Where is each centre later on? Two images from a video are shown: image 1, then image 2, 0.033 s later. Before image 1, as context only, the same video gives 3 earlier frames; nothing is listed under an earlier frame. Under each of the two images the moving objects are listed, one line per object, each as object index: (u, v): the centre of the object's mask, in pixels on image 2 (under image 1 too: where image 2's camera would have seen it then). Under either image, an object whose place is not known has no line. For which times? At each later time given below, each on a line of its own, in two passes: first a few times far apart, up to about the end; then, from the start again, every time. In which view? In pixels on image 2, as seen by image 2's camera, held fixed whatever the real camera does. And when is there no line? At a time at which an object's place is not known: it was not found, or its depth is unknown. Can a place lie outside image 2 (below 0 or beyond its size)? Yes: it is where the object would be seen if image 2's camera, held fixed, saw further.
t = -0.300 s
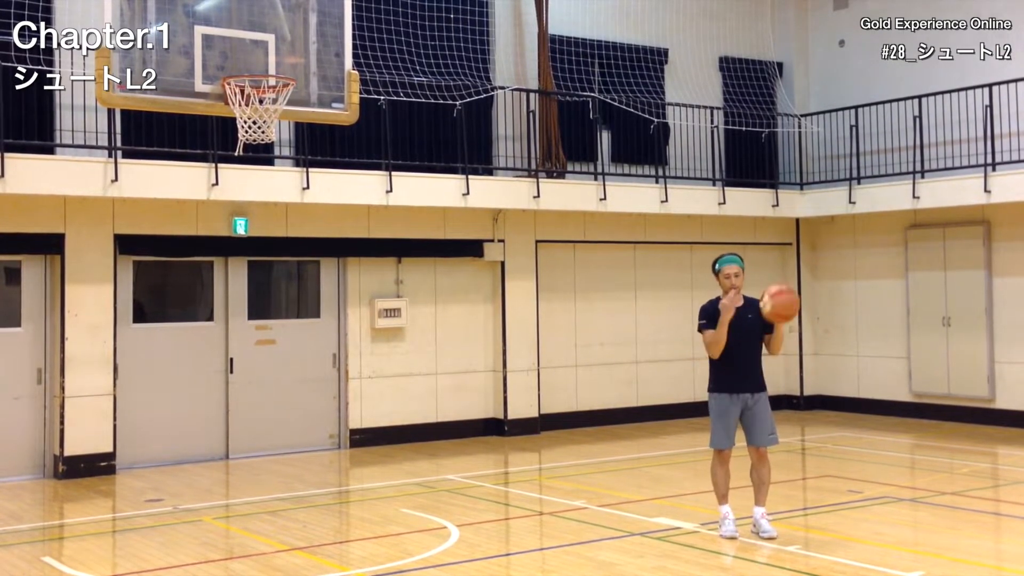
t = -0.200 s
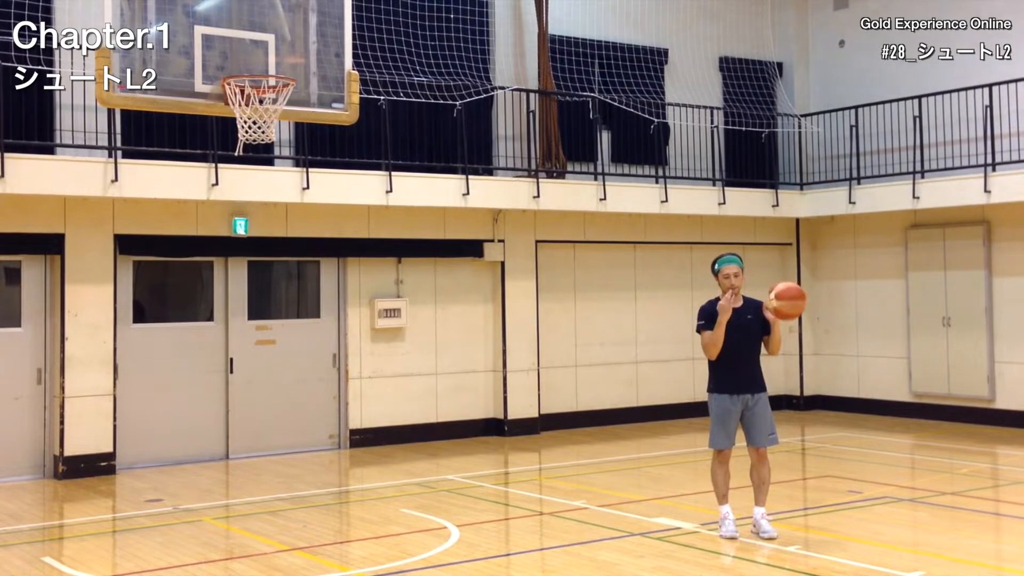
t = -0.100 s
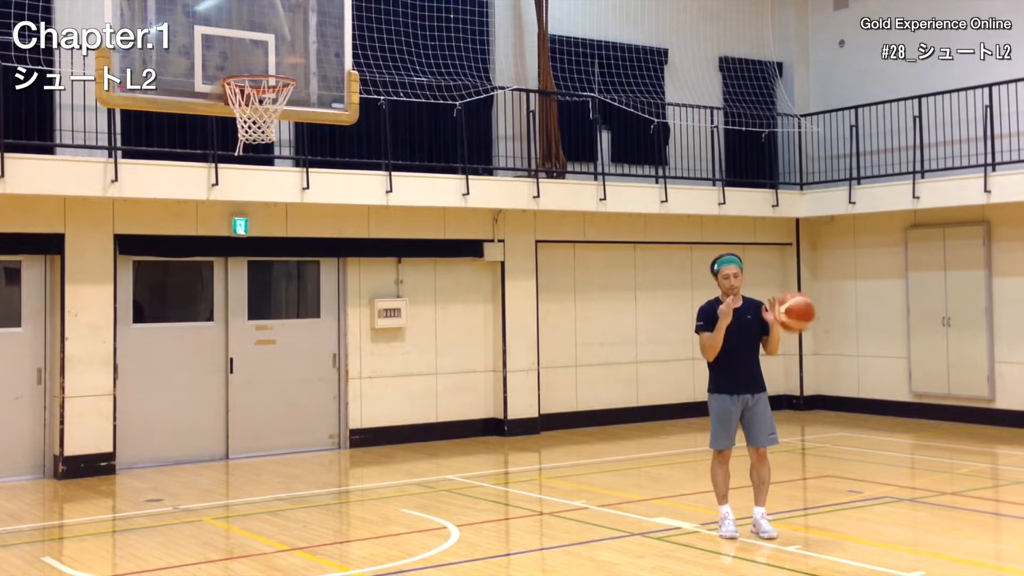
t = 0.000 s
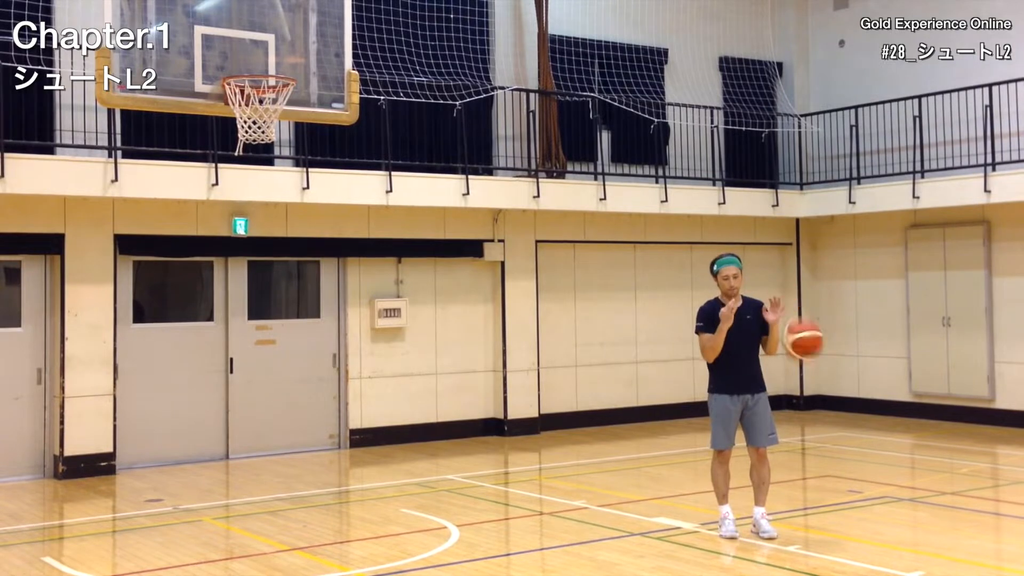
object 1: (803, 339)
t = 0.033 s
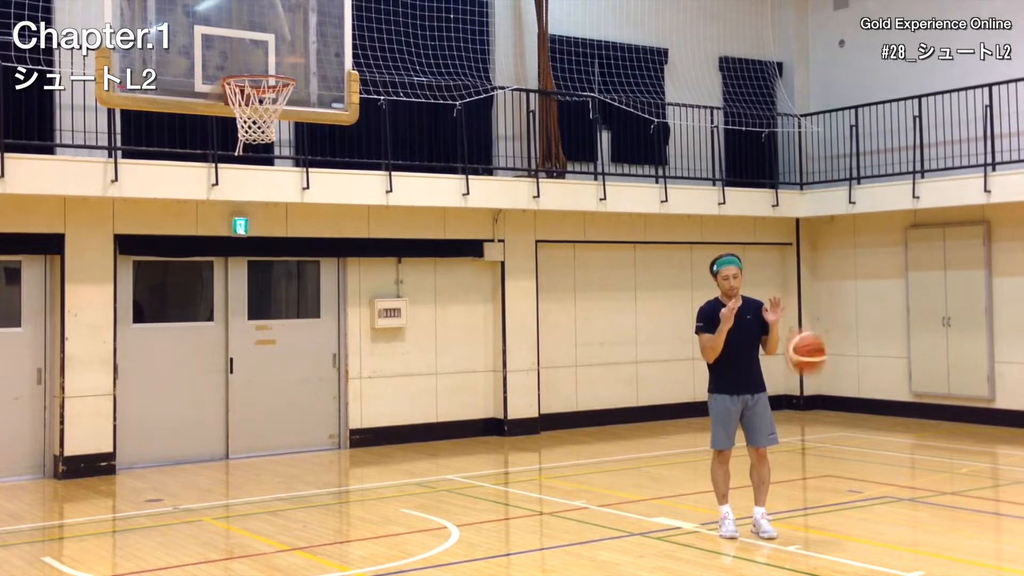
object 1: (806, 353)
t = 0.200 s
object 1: (822, 444)
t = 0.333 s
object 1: (833, 545)
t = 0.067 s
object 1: (808, 367)
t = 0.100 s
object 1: (812, 386)
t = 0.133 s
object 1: (815, 402)
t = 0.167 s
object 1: (818, 420)
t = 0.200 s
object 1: (822, 444)
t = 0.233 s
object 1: (826, 469)
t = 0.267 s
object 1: (829, 494)
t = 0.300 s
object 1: (832, 523)
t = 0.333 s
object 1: (833, 545)
